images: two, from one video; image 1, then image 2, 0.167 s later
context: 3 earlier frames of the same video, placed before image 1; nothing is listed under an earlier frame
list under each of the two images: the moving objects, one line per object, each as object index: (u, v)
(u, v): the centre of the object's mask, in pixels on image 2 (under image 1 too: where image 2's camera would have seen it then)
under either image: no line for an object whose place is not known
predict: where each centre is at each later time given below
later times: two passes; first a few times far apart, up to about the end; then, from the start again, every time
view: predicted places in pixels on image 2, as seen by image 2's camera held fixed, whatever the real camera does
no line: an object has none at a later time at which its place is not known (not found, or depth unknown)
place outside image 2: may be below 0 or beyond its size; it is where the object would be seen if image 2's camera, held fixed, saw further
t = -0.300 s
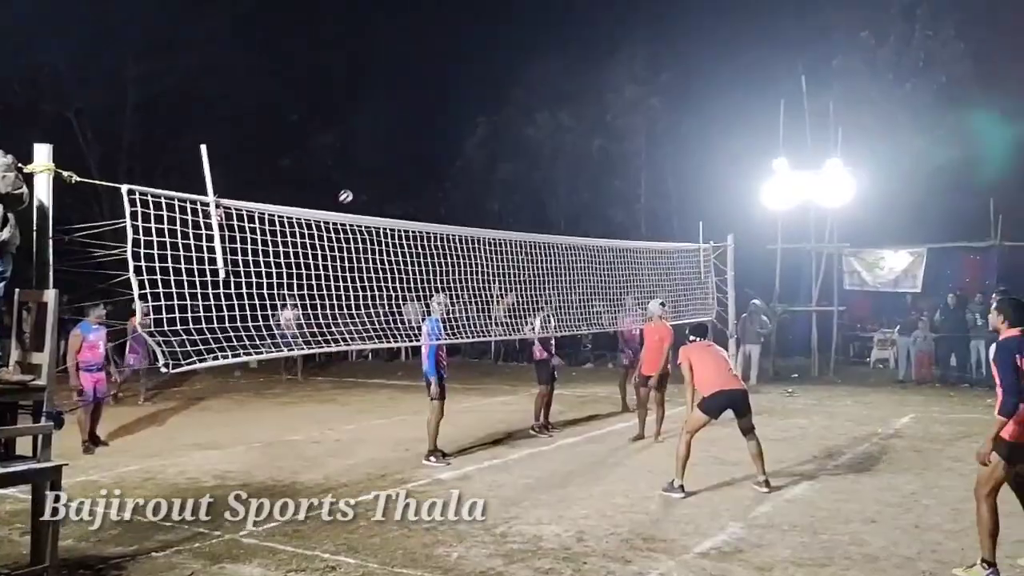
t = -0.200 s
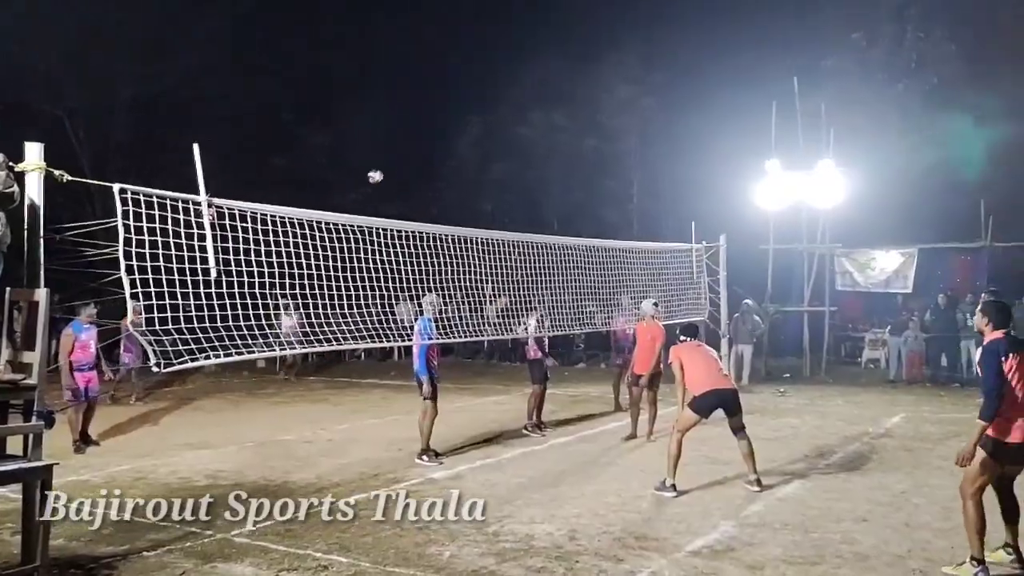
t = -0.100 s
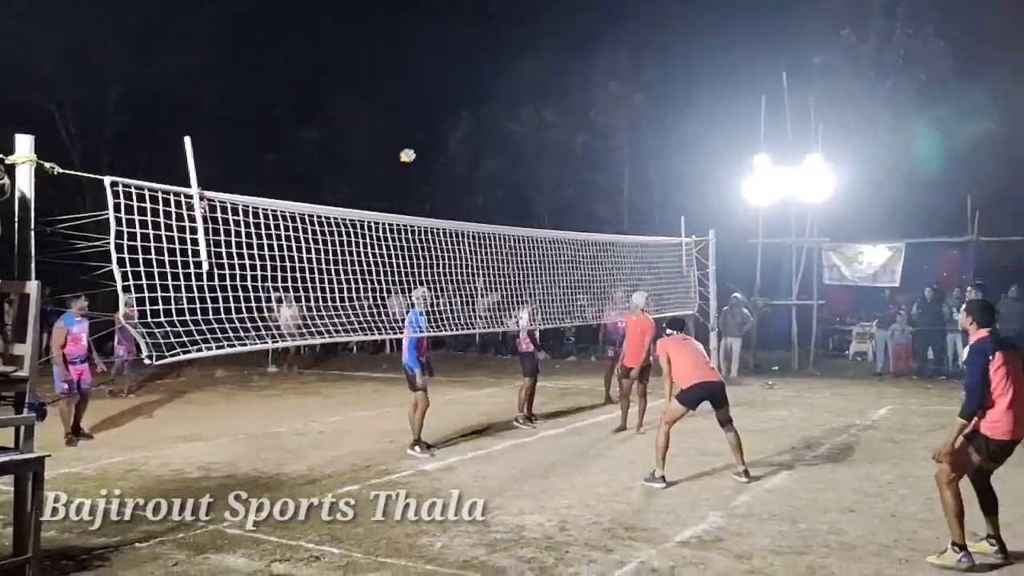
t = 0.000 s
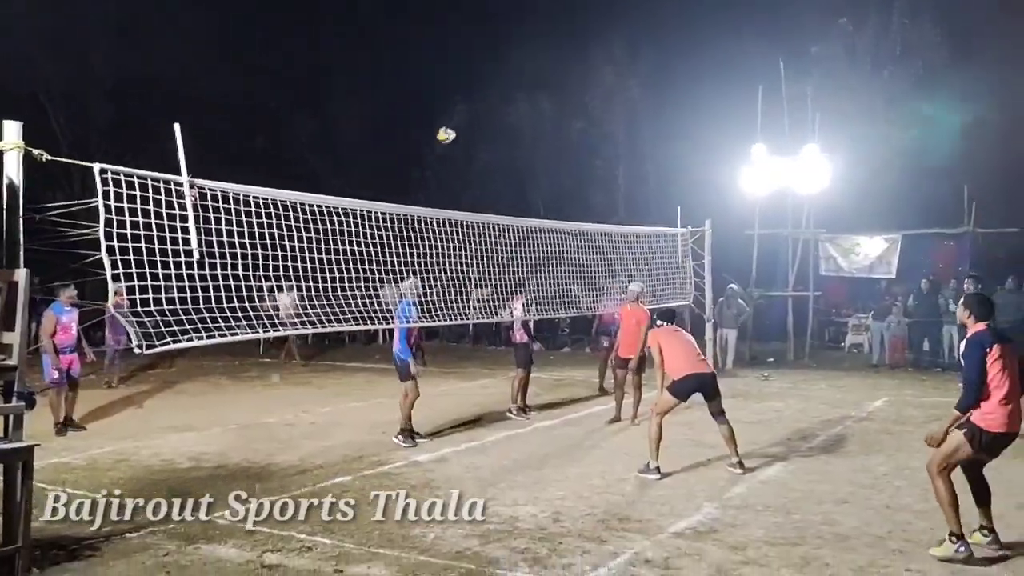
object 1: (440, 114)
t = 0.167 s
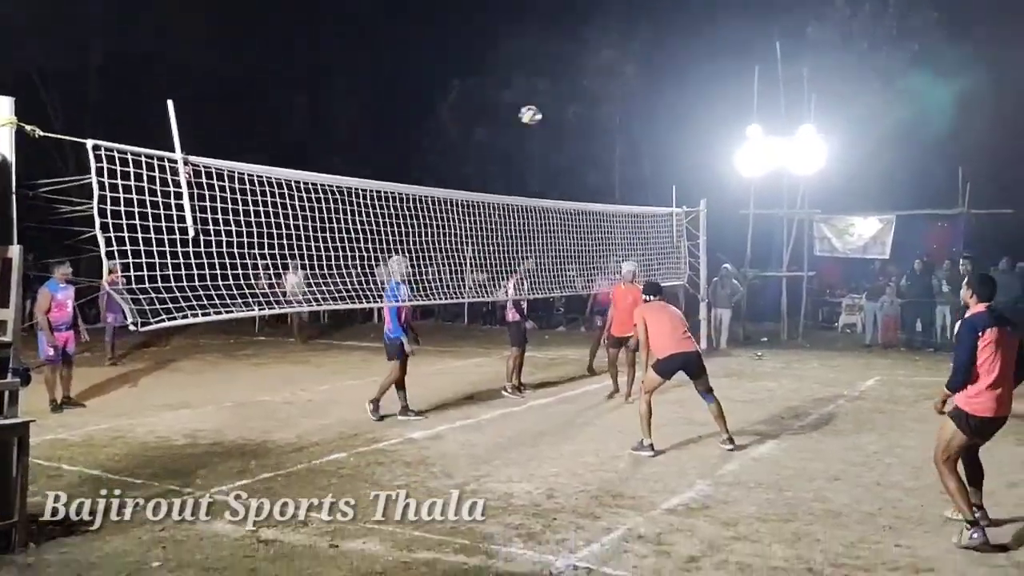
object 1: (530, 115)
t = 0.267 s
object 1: (594, 128)
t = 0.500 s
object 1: (797, 209)
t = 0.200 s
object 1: (550, 119)
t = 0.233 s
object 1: (571, 123)
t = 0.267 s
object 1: (594, 128)
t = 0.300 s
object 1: (618, 135)
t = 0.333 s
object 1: (644, 143)
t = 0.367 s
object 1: (670, 154)
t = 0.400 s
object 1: (700, 165)
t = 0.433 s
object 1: (730, 179)
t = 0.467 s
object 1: (762, 193)
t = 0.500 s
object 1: (797, 209)
